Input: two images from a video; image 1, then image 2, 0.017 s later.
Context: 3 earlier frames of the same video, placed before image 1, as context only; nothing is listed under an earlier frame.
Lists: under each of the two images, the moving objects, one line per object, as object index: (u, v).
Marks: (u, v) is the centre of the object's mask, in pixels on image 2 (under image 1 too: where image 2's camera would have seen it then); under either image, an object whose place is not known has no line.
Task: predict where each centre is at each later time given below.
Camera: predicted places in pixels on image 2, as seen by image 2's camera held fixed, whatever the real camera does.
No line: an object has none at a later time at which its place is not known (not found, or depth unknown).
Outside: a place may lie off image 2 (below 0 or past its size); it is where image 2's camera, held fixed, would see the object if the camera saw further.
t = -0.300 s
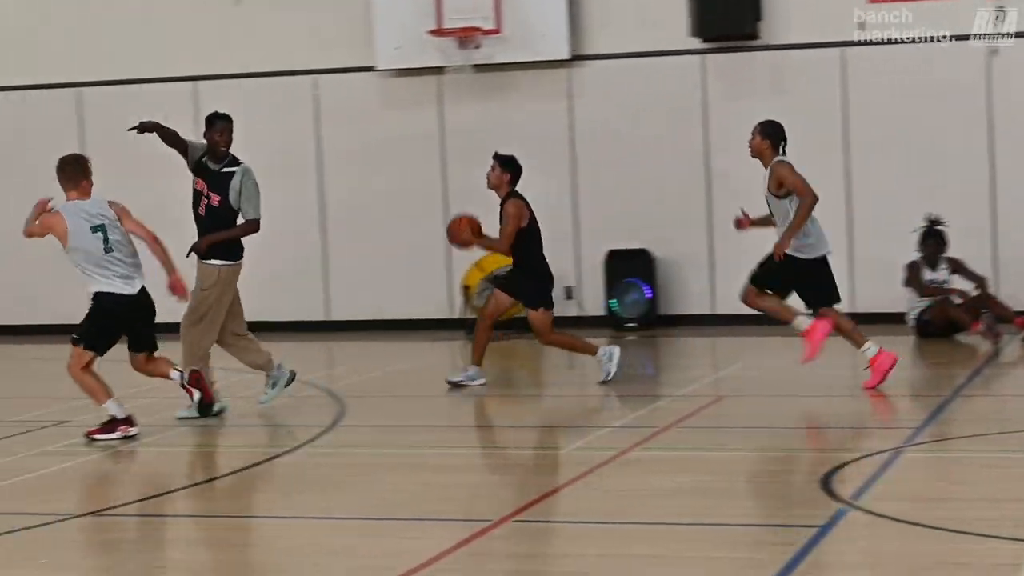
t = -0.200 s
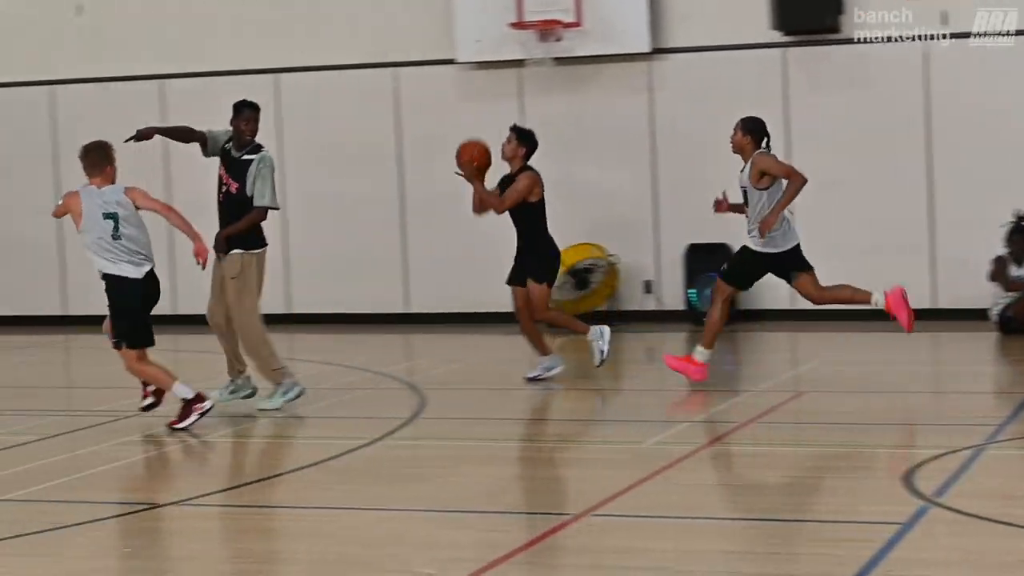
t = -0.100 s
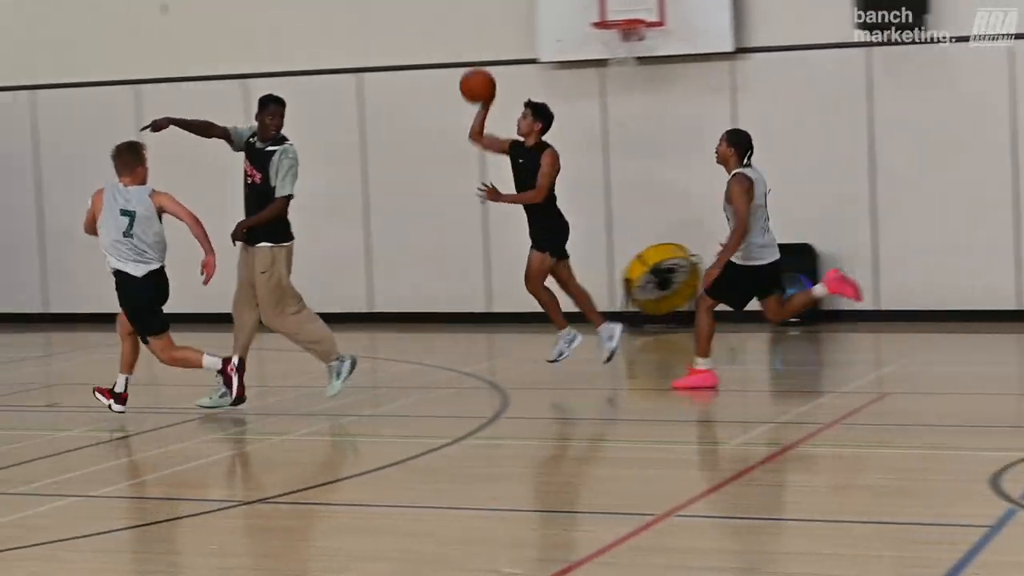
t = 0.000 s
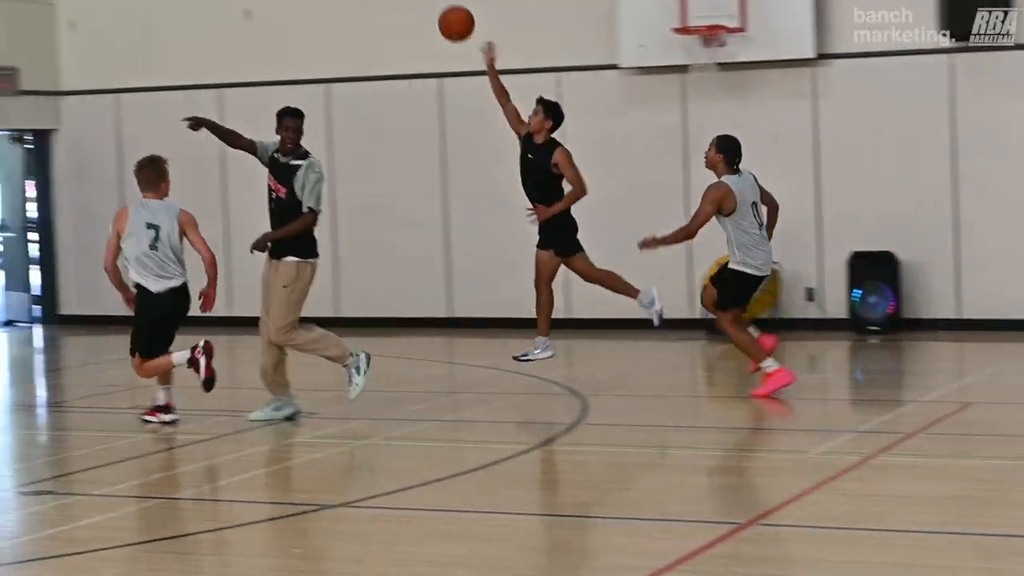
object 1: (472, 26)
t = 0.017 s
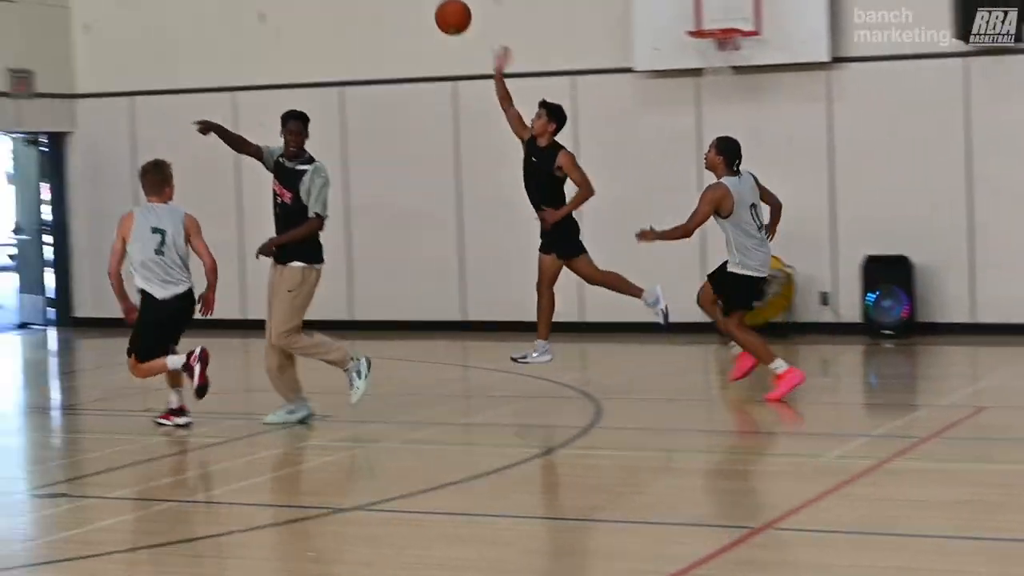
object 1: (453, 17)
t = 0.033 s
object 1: (433, 9)
